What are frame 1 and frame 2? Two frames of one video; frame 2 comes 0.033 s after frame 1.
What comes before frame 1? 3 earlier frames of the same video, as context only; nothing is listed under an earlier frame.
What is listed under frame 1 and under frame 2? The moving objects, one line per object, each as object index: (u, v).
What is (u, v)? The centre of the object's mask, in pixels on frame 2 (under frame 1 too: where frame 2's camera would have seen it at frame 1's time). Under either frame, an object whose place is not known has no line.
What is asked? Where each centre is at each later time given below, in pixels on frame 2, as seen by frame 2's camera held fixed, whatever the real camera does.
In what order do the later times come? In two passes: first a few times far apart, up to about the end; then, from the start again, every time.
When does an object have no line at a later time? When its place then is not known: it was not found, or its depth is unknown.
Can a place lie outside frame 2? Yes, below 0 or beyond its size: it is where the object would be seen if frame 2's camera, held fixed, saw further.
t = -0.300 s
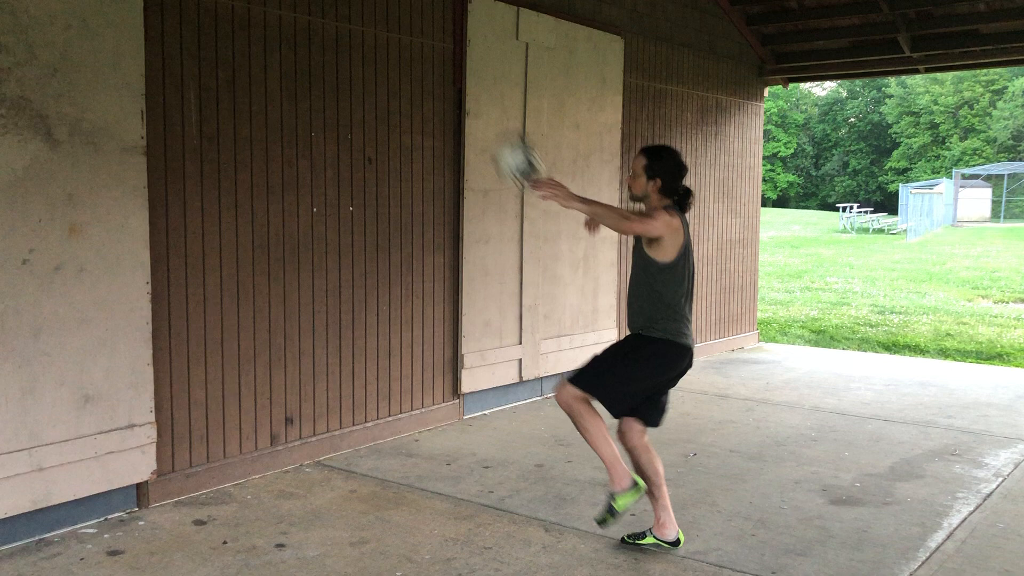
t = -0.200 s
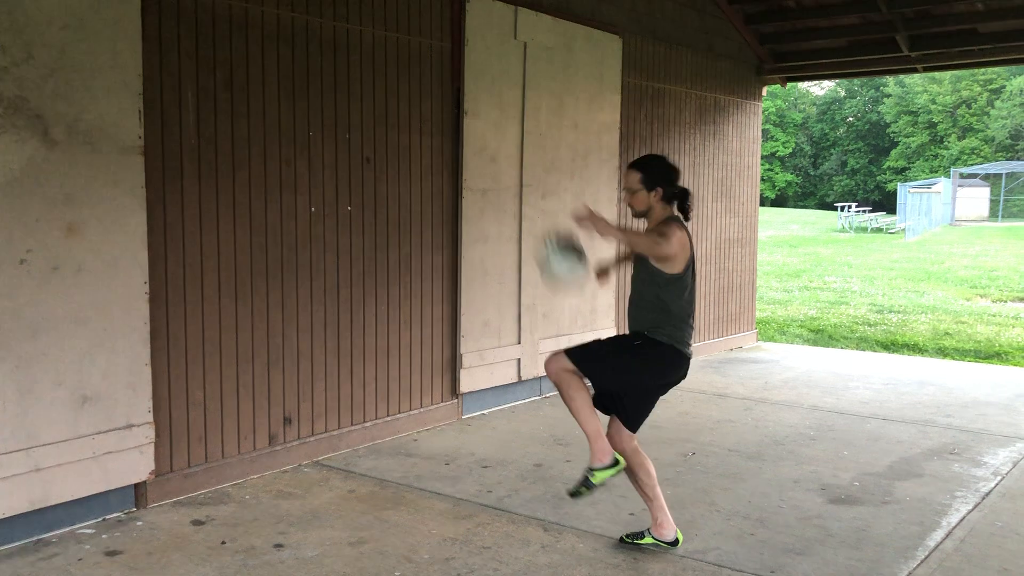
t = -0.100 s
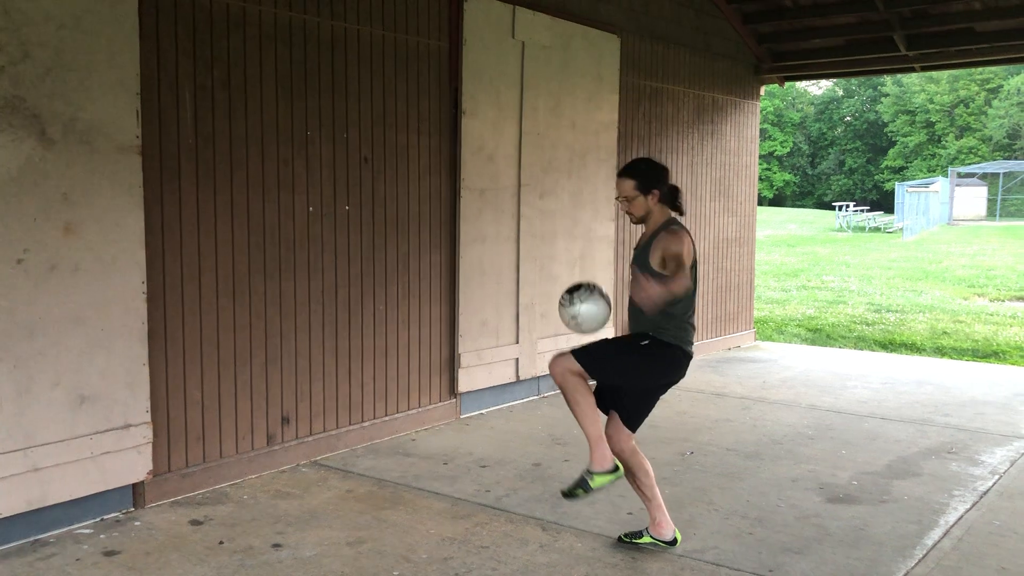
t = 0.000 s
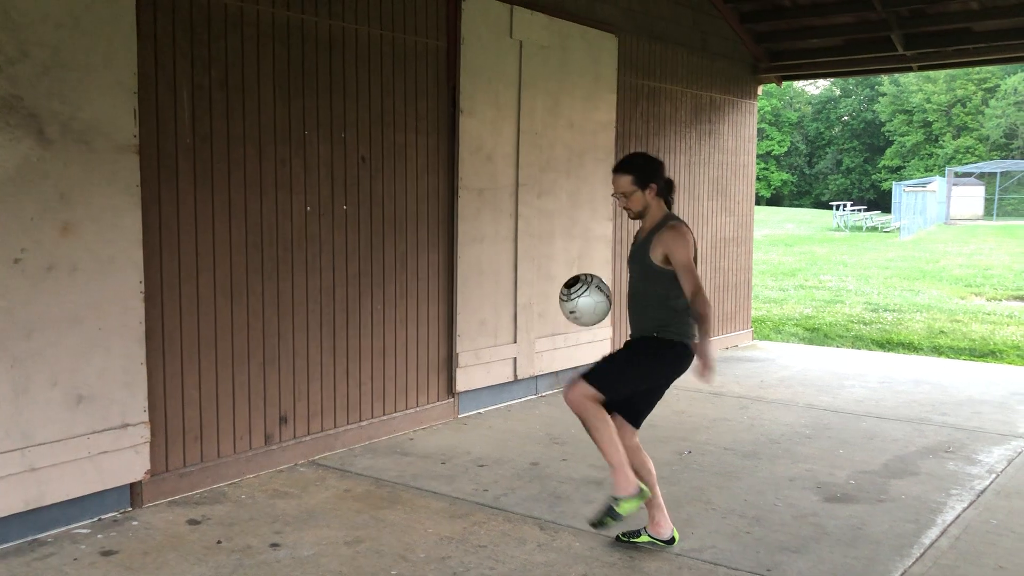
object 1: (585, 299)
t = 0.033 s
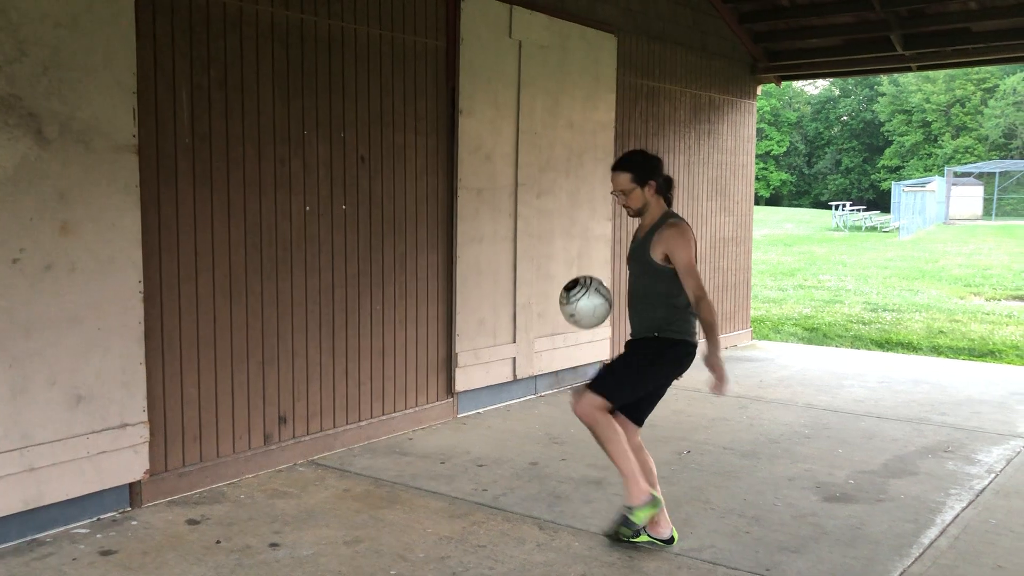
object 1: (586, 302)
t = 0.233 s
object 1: (591, 372)
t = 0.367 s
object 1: (594, 467)
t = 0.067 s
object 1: (587, 307)
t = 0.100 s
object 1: (587, 314)
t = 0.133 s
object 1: (588, 324)
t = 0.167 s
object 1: (589, 336)
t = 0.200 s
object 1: (590, 352)
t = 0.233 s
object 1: (591, 372)
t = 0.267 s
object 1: (592, 388)
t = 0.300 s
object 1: (593, 410)
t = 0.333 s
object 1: (593, 437)
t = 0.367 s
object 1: (594, 467)
